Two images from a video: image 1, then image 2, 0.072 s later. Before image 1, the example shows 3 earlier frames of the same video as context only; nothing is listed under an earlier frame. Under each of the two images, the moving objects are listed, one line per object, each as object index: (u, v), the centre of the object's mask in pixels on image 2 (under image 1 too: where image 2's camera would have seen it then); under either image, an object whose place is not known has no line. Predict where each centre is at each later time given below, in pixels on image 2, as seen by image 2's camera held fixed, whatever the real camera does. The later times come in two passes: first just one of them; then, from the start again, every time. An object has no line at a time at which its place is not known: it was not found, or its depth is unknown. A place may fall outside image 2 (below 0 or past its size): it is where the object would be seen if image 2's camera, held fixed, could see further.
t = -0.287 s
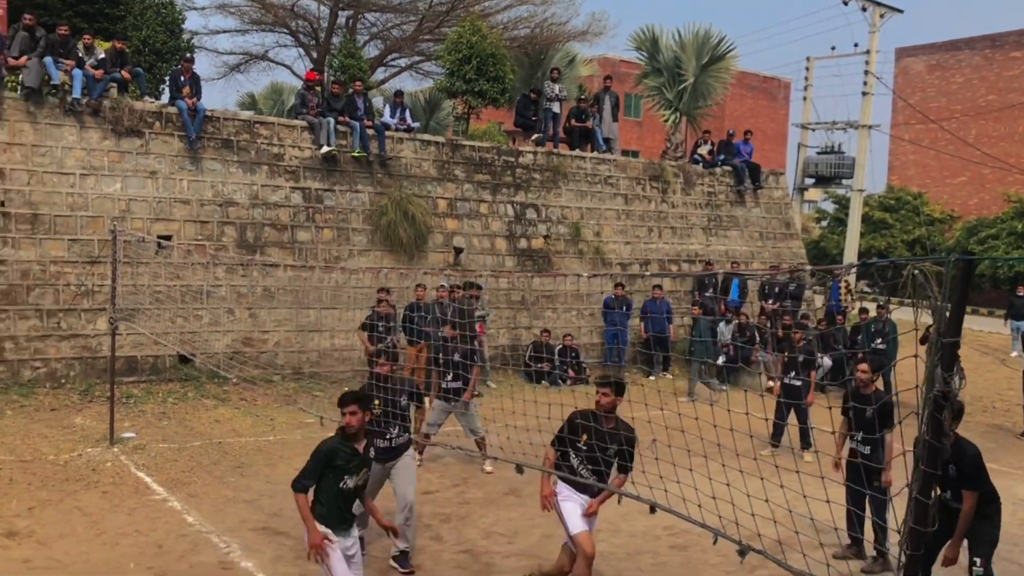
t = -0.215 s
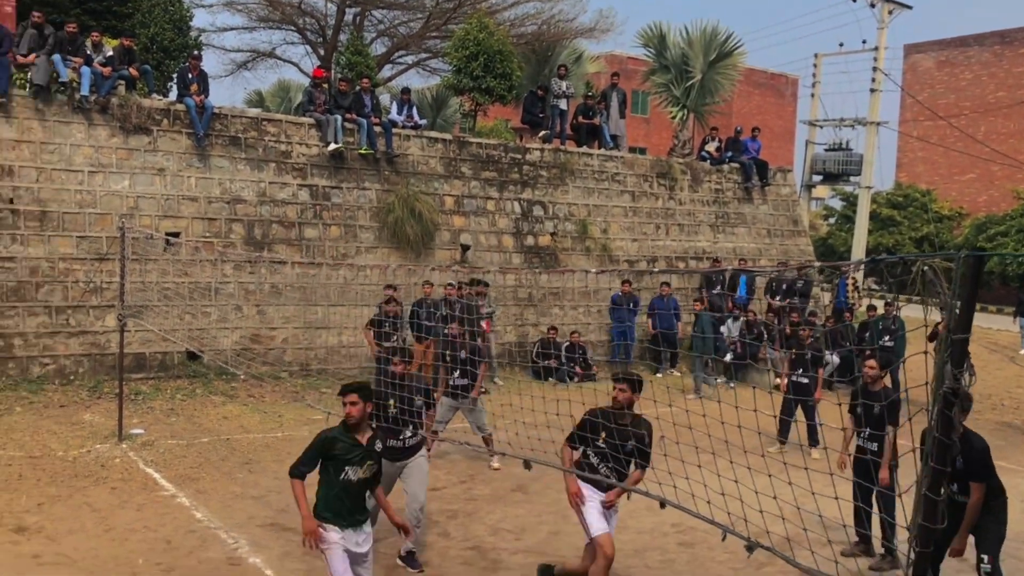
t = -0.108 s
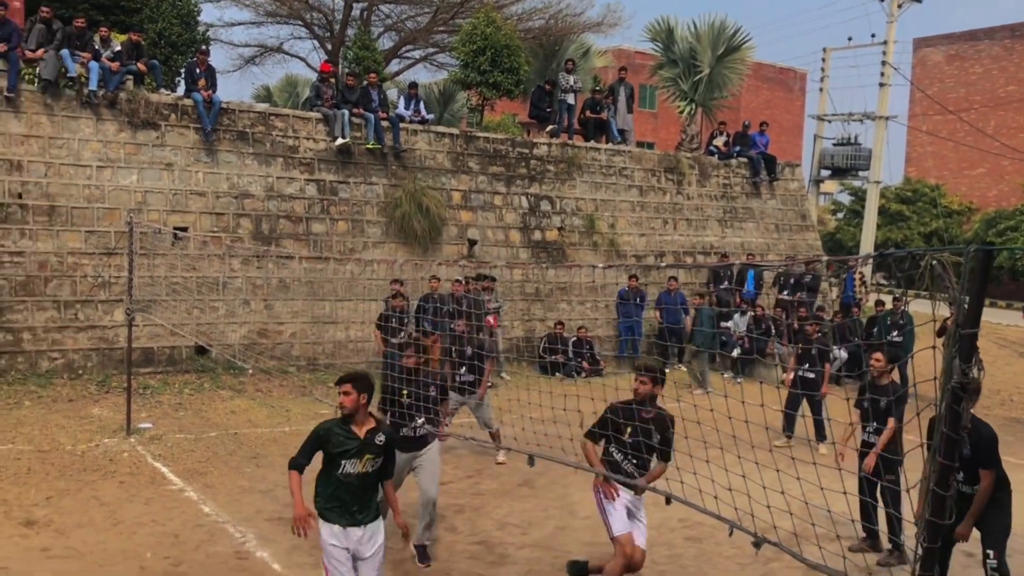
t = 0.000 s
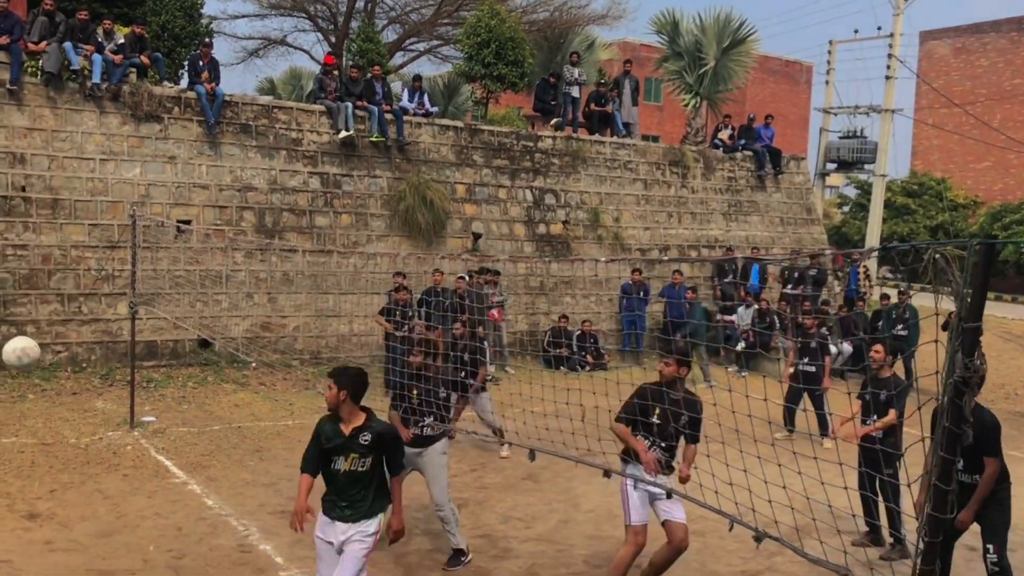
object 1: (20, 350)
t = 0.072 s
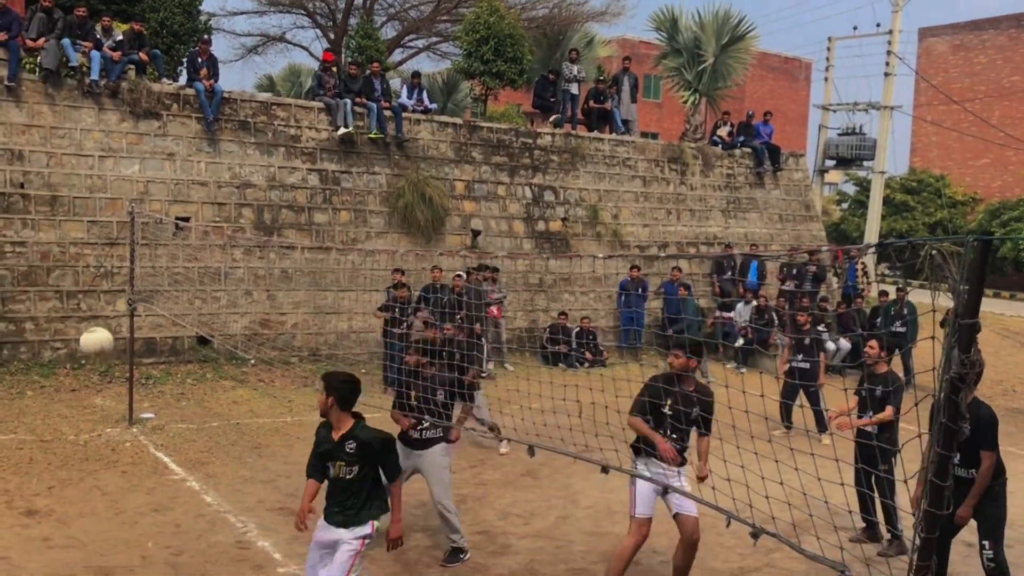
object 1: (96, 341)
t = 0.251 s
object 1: (229, 351)
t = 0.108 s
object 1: (129, 343)
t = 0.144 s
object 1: (157, 342)
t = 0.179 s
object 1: (184, 344)
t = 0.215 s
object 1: (209, 348)
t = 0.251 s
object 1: (229, 351)
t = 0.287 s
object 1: (246, 355)
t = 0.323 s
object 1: (262, 362)
